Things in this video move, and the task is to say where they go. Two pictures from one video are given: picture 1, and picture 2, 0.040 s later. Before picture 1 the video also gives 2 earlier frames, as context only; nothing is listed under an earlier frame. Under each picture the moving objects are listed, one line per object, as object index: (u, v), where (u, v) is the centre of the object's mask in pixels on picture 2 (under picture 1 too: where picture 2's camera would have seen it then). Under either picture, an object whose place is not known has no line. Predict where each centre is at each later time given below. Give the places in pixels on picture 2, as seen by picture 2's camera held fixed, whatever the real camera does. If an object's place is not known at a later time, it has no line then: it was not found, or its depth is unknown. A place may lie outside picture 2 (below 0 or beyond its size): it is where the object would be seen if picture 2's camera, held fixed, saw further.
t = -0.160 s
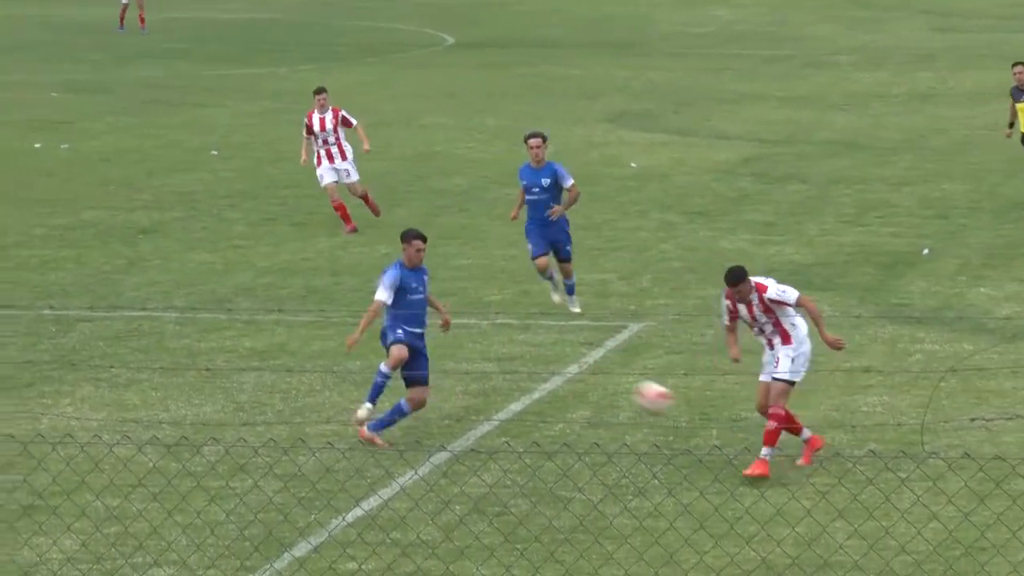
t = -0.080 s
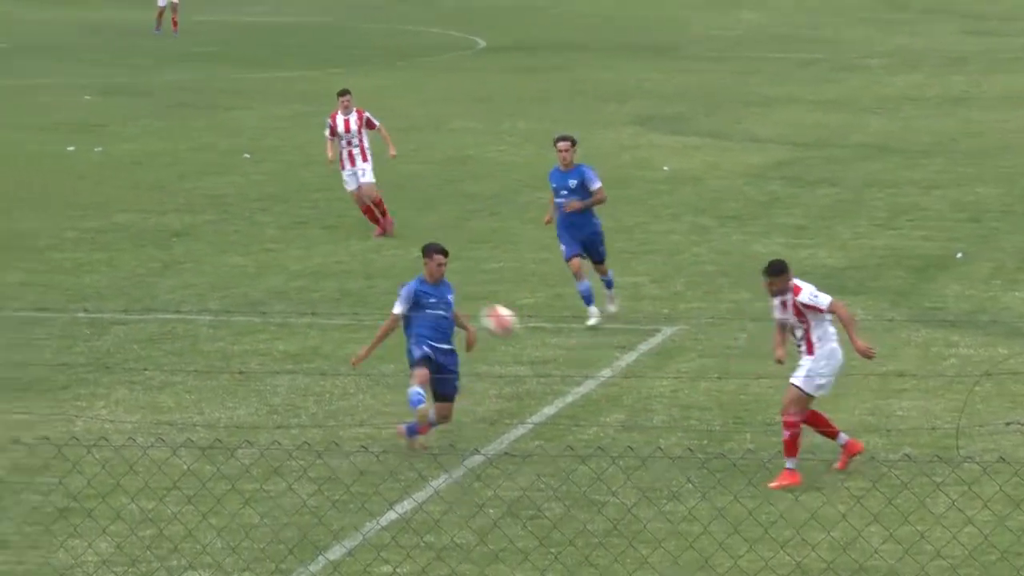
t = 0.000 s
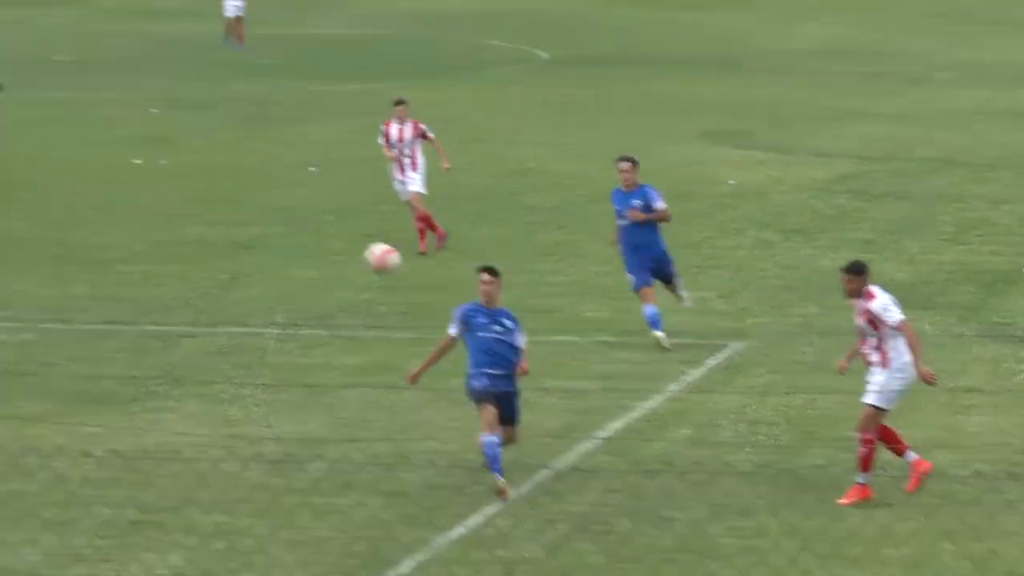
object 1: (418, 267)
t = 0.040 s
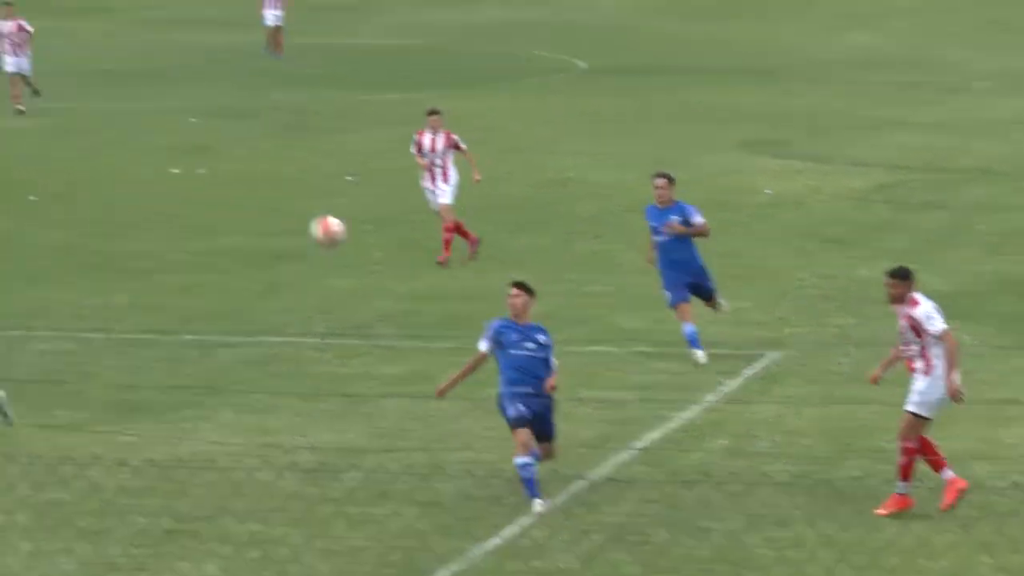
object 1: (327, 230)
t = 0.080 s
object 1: (240, 194)
